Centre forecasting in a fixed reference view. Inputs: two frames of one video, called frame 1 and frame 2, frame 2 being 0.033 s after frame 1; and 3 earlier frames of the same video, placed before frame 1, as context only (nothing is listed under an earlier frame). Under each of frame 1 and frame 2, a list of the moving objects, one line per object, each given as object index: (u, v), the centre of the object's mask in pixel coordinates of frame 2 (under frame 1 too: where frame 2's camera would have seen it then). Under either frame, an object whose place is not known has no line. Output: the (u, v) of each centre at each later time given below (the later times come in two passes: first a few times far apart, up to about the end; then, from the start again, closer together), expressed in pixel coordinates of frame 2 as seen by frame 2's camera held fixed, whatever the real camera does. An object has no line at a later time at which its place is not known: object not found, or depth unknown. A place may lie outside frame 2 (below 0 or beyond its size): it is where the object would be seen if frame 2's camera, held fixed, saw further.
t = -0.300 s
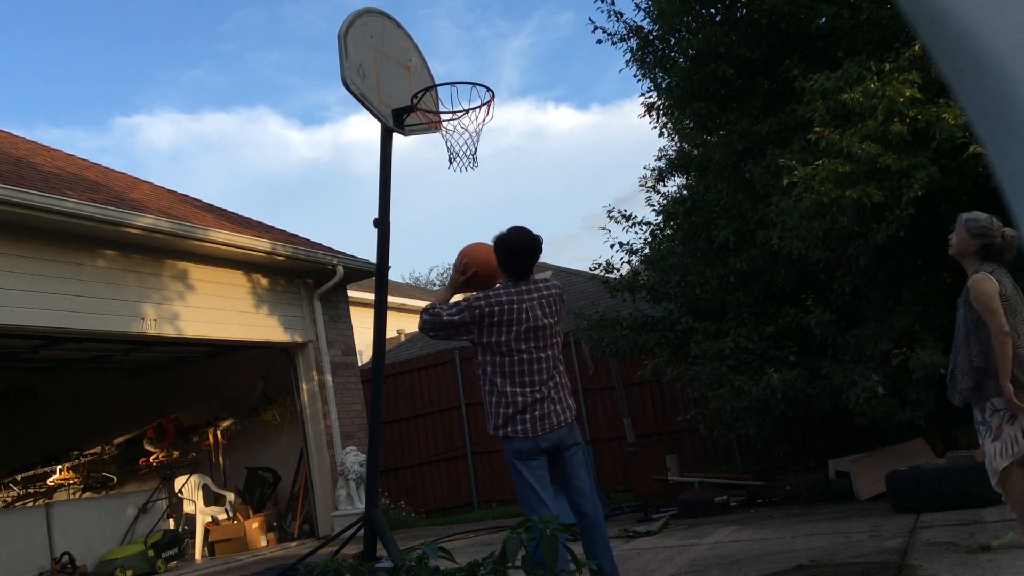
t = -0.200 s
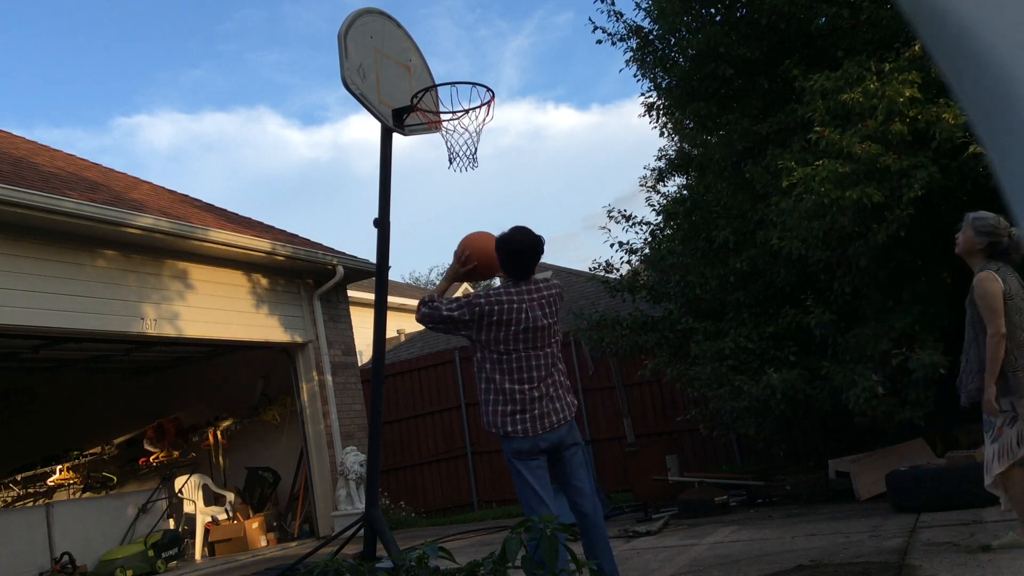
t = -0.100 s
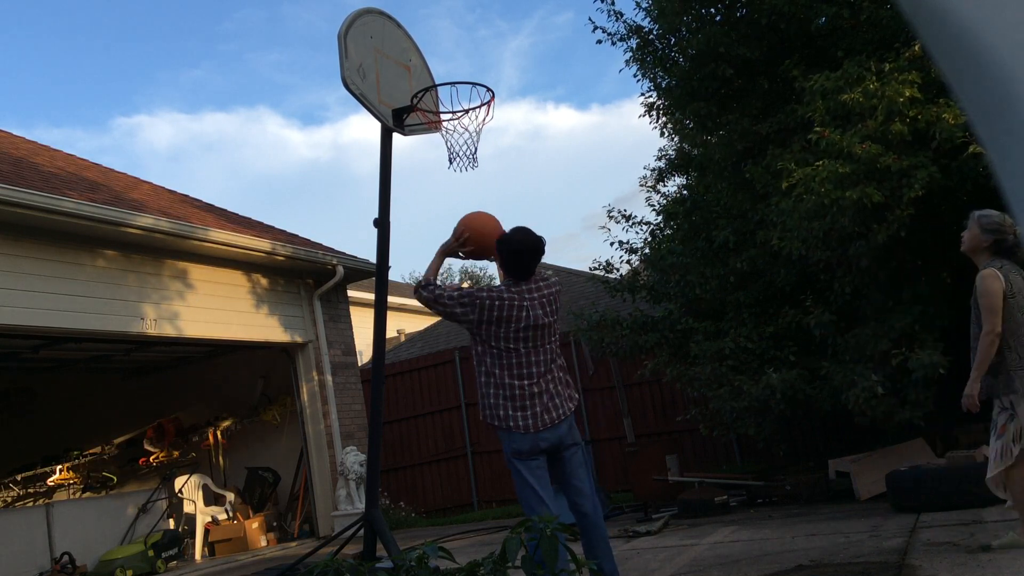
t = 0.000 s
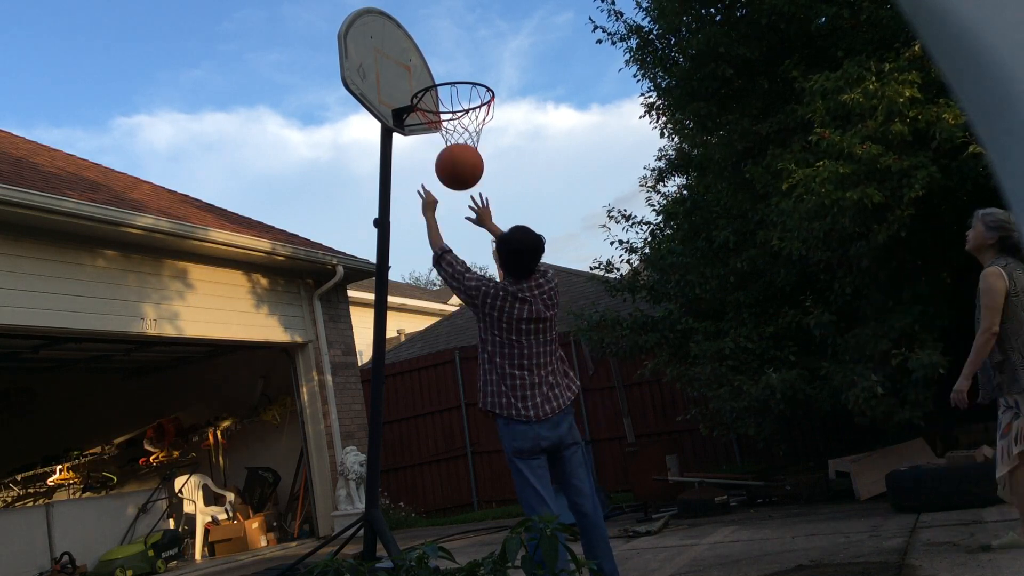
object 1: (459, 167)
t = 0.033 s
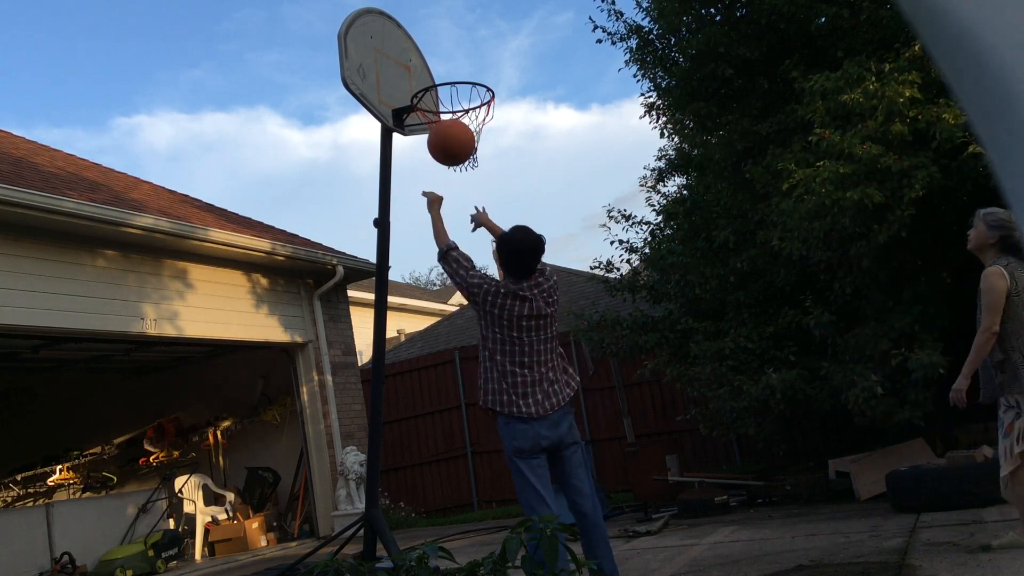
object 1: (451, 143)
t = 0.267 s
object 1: (409, 43)
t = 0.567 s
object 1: (419, 57)
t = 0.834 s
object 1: (488, 137)
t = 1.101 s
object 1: (561, 271)
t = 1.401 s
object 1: (668, 506)
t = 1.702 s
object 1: (710, 299)
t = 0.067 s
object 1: (444, 121)
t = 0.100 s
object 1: (437, 102)
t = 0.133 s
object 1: (430, 86)
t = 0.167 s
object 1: (425, 71)
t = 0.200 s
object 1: (419, 60)
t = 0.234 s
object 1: (414, 51)
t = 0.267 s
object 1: (409, 43)
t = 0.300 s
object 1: (405, 38)
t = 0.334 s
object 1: (401, 35)
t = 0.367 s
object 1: (397, 34)
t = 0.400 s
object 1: (394, 34)
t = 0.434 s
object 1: (391, 36)
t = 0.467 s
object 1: (398, 39)
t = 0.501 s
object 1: (405, 43)
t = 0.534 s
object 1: (412, 49)
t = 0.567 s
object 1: (419, 57)
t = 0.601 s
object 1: (427, 66)
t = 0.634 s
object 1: (434, 77)
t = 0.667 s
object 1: (443, 90)
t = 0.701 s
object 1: (451, 102)
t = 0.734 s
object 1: (460, 108)
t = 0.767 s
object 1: (470, 116)
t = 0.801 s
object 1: (480, 127)
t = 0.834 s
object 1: (488, 137)
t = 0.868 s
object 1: (496, 147)
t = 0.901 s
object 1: (504, 159)
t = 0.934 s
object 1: (512, 174)
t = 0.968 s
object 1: (520, 190)
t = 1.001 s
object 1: (529, 208)
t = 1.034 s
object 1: (542, 226)
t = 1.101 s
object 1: (561, 271)
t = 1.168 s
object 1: (596, 330)
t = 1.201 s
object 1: (602, 370)
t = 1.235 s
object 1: (610, 403)
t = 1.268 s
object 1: (624, 444)
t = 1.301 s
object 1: (640, 487)
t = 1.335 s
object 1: (656, 533)
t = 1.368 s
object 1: (665, 538)
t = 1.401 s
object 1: (668, 506)
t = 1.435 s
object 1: (670, 476)
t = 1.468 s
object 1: (673, 447)
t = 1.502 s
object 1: (677, 420)
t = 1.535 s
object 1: (681, 395)
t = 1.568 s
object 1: (686, 372)
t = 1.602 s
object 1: (691, 351)
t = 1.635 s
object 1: (697, 331)
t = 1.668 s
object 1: (703, 315)
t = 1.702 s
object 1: (710, 299)
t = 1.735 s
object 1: (717, 286)
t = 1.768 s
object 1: (725, 275)
